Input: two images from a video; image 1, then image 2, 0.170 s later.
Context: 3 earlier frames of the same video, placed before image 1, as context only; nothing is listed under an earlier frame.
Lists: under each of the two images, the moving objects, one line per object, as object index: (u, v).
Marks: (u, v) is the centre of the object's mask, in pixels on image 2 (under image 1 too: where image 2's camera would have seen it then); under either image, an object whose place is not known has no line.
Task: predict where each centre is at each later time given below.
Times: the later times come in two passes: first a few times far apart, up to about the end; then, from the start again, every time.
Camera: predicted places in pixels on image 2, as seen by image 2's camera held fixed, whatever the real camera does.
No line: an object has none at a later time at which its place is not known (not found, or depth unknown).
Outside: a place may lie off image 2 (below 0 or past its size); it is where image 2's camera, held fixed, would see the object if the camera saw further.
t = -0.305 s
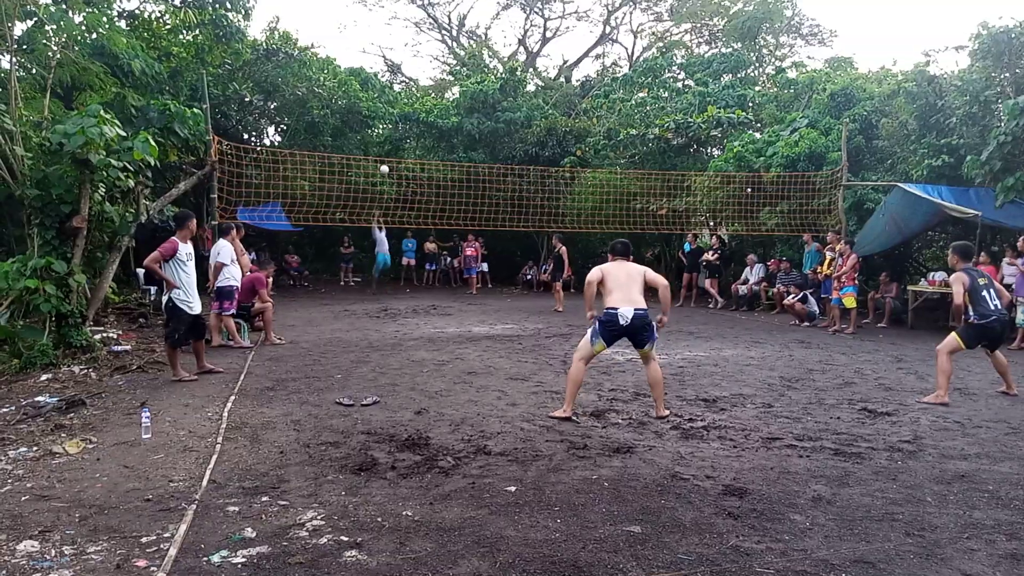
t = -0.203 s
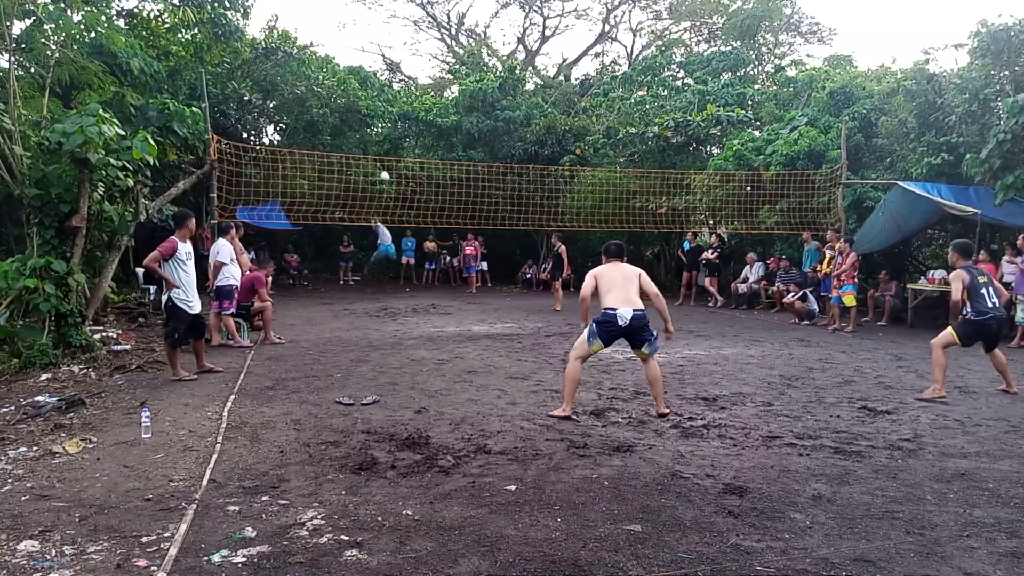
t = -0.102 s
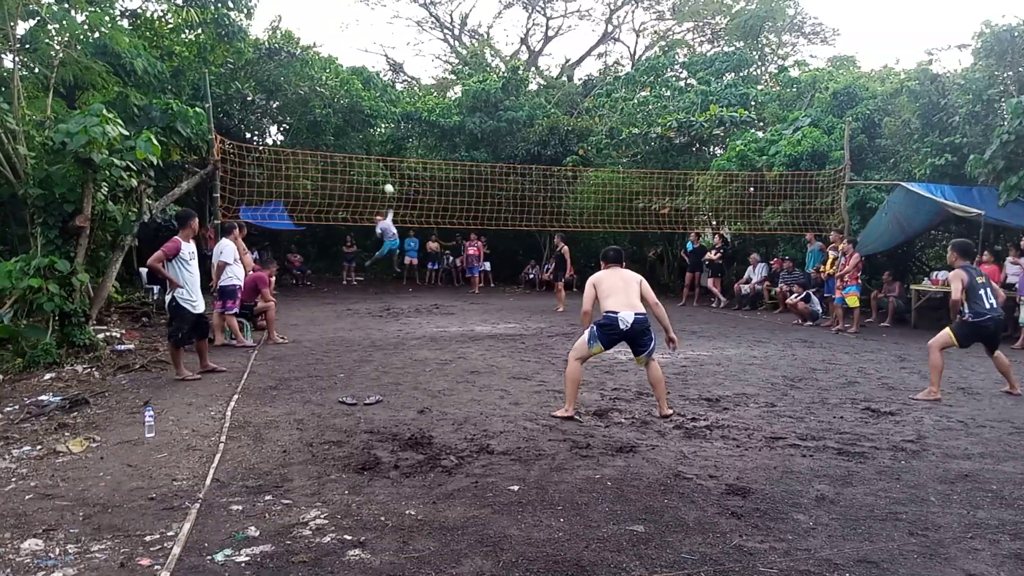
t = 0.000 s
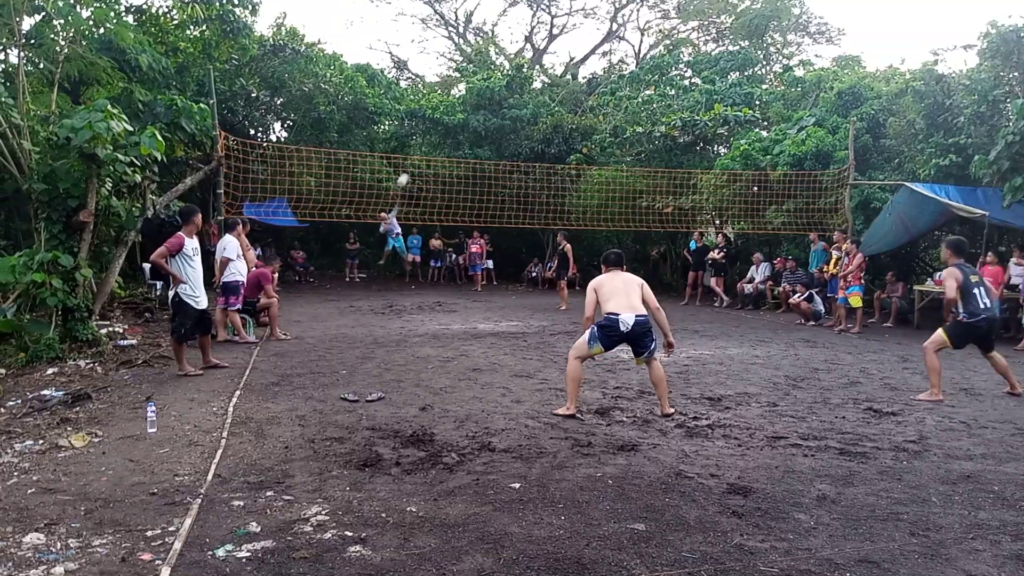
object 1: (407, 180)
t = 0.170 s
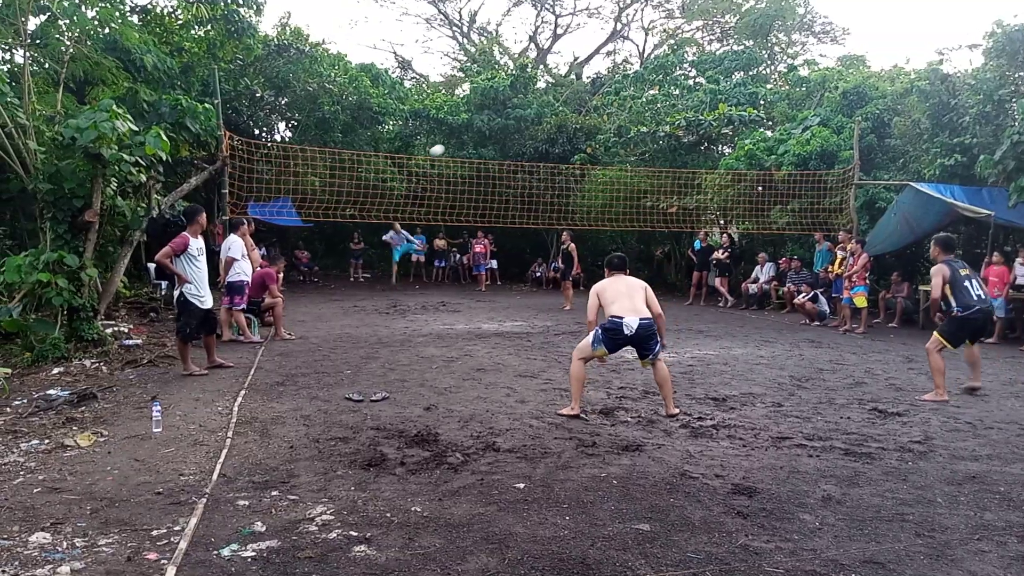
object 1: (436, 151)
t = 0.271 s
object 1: (457, 141)
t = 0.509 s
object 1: (519, 155)
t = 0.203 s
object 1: (443, 147)
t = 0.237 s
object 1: (450, 143)
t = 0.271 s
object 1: (457, 141)
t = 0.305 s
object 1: (465, 139)
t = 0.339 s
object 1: (473, 139)
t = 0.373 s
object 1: (481, 140)
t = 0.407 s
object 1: (489, 141)
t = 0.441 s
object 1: (499, 144)
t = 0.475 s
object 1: (509, 150)
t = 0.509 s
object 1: (519, 155)
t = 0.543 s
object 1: (530, 164)
